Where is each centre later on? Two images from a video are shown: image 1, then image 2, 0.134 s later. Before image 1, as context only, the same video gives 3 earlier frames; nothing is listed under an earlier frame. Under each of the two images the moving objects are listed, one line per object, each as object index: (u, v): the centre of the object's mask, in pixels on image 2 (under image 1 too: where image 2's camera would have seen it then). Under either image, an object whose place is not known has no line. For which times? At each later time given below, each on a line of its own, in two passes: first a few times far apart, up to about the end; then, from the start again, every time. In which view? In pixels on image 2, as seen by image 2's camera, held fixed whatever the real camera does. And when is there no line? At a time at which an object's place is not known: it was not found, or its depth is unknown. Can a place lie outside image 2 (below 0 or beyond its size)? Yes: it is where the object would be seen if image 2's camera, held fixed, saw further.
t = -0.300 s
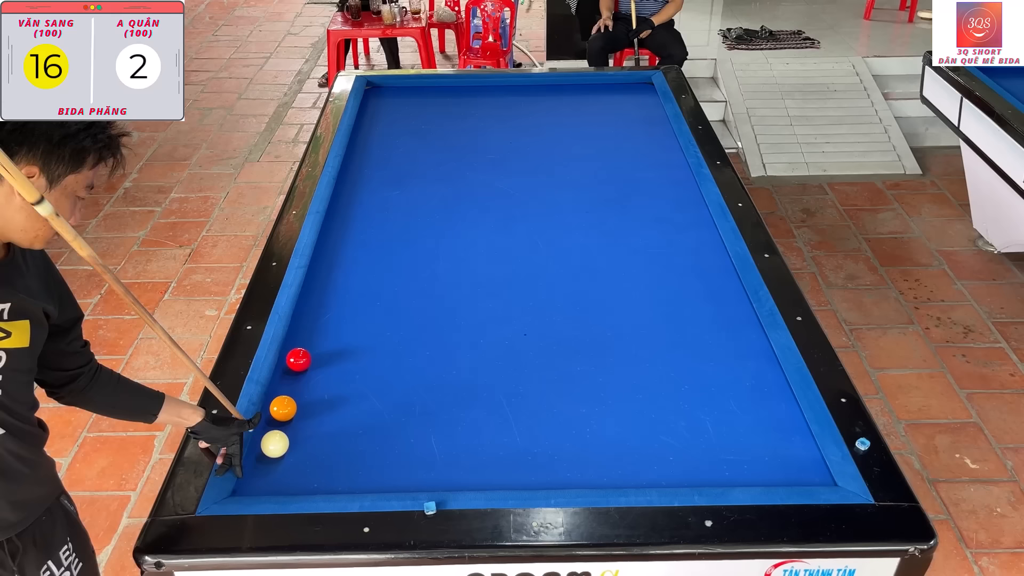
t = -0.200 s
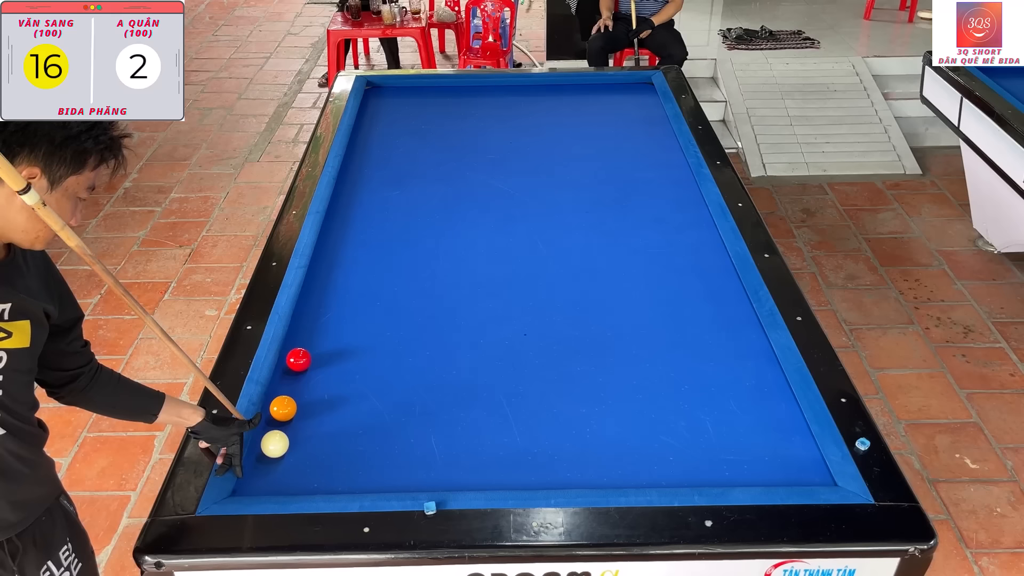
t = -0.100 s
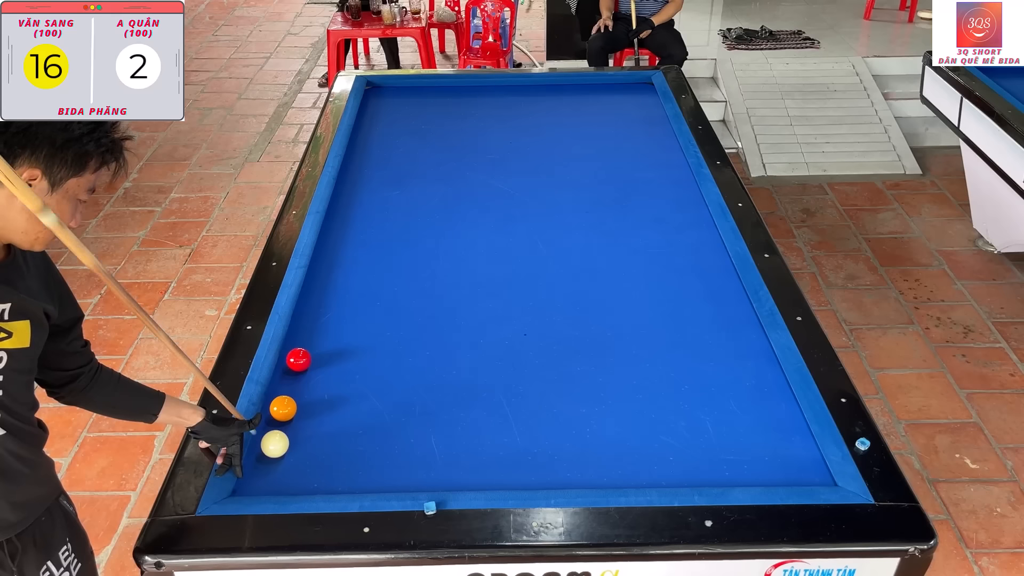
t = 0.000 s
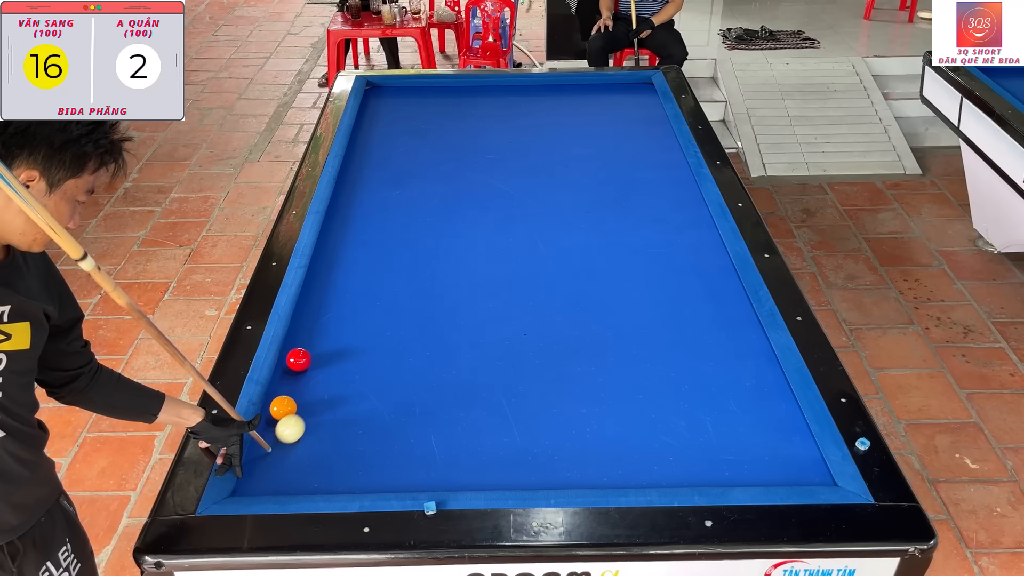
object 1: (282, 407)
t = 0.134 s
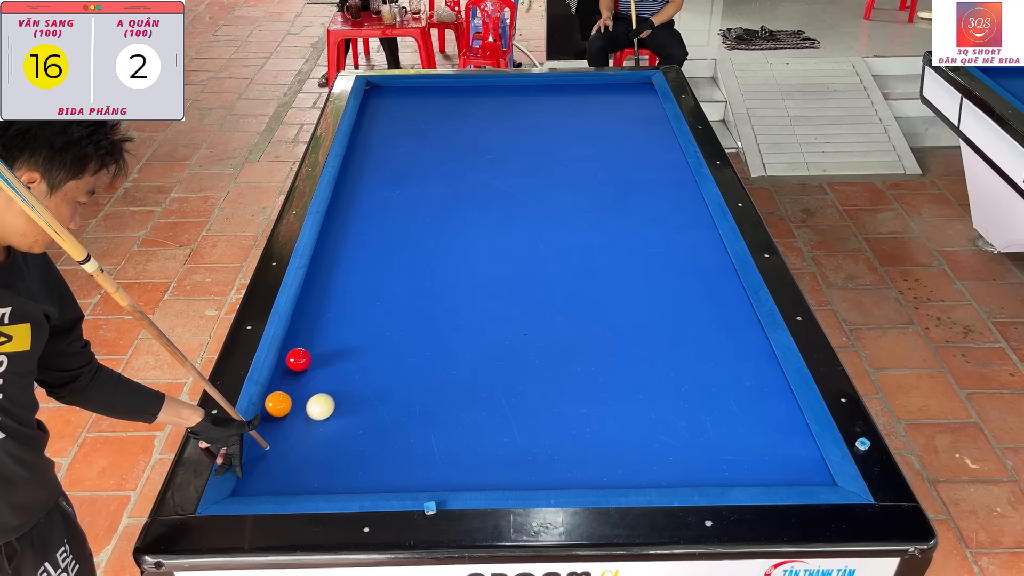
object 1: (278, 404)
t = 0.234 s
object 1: (278, 400)
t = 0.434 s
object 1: (285, 394)
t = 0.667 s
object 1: (294, 388)
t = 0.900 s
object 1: (300, 382)
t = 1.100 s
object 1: (306, 377)
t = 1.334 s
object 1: (311, 372)
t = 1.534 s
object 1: (315, 369)
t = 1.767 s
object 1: (320, 366)
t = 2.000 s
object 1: (324, 364)
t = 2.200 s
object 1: (327, 362)
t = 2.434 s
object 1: (329, 361)
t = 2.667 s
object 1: (331, 360)
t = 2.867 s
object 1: (332, 359)
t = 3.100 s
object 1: (332, 359)
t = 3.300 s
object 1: (332, 359)
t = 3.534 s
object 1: (332, 359)
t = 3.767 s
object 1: (332, 359)
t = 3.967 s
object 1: (332, 359)
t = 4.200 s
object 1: (332, 359)
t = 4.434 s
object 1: (332, 359)
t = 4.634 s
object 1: (332, 359)
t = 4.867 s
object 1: (332, 359)
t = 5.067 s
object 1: (332, 359)
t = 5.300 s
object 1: (332, 359)
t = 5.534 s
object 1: (332, 359)
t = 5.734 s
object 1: (332, 359)
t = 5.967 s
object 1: (332, 359)
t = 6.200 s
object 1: (332, 359)
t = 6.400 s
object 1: (332, 359)
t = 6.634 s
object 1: (332, 359)
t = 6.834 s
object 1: (332, 359)
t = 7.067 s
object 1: (332, 359)
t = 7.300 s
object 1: (332, 359)
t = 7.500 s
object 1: (332, 359)
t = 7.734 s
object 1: (332, 359)
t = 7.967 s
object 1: (332, 359)
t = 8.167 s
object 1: (332, 359)
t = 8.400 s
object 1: (332, 359)
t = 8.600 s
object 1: (332, 359)
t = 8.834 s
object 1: (332, 359)
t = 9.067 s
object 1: (332, 359)
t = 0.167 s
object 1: (277, 403)
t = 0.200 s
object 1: (276, 401)
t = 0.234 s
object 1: (278, 400)
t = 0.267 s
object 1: (279, 399)
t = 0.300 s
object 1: (280, 398)
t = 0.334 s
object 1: (282, 397)
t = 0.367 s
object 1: (283, 396)
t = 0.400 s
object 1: (284, 395)
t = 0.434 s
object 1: (285, 394)
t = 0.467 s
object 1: (287, 393)
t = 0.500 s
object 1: (288, 392)
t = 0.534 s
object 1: (289, 392)
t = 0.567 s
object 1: (290, 391)
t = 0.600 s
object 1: (291, 390)
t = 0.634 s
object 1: (292, 389)
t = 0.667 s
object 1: (294, 388)
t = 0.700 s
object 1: (295, 387)
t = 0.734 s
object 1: (296, 386)
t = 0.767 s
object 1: (297, 385)
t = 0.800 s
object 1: (298, 384)
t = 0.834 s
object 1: (299, 384)
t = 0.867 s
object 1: (300, 383)
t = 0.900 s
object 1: (300, 382)
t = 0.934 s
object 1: (301, 381)
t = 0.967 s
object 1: (302, 380)
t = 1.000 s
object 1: (303, 380)
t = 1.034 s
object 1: (304, 379)
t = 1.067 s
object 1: (305, 378)
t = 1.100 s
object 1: (306, 377)
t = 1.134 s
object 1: (307, 376)
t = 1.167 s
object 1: (307, 376)
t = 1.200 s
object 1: (308, 375)
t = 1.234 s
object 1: (309, 374)
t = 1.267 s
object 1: (309, 373)
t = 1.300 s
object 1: (310, 373)
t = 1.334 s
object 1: (311, 372)
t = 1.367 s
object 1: (311, 371)
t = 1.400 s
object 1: (312, 371)
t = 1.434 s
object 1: (312, 370)
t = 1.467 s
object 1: (313, 369)
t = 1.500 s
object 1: (314, 369)
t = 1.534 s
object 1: (315, 369)
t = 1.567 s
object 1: (315, 368)
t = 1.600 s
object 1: (316, 368)
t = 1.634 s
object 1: (317, 367)
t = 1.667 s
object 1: (318, 367)
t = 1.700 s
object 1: (319, 367)
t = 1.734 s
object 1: (319, 366)
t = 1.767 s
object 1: (320, 366)
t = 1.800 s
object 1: (321, 366)
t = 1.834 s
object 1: (321, 365)
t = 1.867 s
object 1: (322, 365)
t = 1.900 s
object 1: (322, 365)
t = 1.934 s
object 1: (323, 364)
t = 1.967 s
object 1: (323, 364)
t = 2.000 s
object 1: (324, 364)
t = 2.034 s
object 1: (324, 363)
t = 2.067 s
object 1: (325, 363)
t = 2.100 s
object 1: (325, 363)
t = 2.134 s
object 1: (326, 363)
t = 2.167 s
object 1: (326, 362)
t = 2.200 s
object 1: (327, 362)
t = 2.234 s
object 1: (327, 362)
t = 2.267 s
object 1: (327, 362)
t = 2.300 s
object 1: (328, 362)
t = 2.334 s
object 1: (328, 361)
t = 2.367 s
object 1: (329, 361)
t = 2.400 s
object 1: (329, 361)
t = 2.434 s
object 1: (329, 361)
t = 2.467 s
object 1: (329, 361)
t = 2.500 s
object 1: (330, 360)
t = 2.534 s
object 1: (330, 360)
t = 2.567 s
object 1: (330, 360)
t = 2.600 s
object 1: (330, 360)
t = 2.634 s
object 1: (331, 360)
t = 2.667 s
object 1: (331, 360)
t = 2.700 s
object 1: (331, 360)
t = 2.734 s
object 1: (331, 359)
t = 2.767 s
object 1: (332, 359)
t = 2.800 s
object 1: (332, 359)
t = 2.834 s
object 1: (332, 359)
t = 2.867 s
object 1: (332, 359)
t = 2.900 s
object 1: (332, 359)
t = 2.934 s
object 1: (332, 359)
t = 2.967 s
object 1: (332, 359)
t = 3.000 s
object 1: (332, 359)
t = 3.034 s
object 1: (332, 359)
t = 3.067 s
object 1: (332, 359)
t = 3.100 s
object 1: (332, 359)
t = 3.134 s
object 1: (332, 359)
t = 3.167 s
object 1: (332, 359)
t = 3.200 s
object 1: (332, 359)
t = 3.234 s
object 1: (332, 359)
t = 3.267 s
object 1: (332, 359)
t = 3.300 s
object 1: (332, 359)
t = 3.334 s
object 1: (332, 359)
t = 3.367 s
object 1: (332, 359)
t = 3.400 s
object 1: (332, 359)
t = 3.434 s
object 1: (332, 359)
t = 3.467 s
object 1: (332, 359)
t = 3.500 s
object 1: (332, 359)
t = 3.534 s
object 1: (332, 359)
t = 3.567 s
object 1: (332, 359)
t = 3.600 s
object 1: (332, 359)
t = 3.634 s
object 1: (332, 359)
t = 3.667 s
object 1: (332, 359)
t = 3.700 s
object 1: (332, 359)
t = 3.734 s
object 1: (332, 359)
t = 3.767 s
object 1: (332, 359)
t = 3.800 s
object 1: (332, 359)
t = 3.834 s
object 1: (332, 359)
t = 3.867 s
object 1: (332, 359)
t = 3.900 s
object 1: (332, 359)
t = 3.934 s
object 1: (332, 359)
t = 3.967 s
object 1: (332, 359)
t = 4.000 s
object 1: (332, 359)
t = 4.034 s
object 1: (332, 359)
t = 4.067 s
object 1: (332, 359)
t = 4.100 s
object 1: (332, 359)
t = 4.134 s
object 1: (332, 359)
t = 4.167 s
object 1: (332, 359)
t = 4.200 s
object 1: (332, 359)
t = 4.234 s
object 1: (332, 359)
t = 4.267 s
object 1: (332, 359)
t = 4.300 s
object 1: (332, 359)
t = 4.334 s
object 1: (332, 359)
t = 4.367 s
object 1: (332, 359)
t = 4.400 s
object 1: (332, 359)
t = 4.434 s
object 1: (332, 359)
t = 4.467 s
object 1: (332, 359)
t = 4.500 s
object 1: (332, 359)
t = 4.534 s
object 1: (332, 359)
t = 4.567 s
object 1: (332, 359)
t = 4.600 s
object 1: (332, 359)
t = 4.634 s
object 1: (332, 359)
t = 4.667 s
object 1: (332, 359)
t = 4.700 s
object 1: (332, 359)
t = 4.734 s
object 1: (332, 359)
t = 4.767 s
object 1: (332, 359)
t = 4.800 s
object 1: (332, 359)
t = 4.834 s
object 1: (332, 359)
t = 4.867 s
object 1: (332, 359)
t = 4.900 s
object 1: (332, 359)
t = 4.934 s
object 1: (332, 359)
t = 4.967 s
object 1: (332, 359)
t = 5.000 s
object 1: (332, 359)
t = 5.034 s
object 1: (332, 359)
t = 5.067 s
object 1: (332, 359)
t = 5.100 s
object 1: (332, 359)
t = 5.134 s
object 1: (332, 359)
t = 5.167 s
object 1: (332, 359)
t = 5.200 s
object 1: (332, 359)
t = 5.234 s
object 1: (332, 359)
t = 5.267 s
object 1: (332, 359)
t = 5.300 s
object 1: (332, 359)
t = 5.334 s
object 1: (332, 359)
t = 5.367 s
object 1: (332, 359)
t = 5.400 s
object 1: (332, 359)
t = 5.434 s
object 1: (332, 359)
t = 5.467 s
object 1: (332, 359)
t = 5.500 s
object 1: (332, 359)
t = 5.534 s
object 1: (332, 359)
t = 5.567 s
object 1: (332, 359)
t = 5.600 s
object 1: (332, 359)
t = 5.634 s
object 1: (332, 359)
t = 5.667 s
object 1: (332, 359)
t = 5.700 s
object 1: (332, 359)
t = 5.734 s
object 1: (332, 359)
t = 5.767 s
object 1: (332, 359)
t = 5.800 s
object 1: (332, 359)
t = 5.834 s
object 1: (332, 359)
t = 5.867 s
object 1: (332, 359)
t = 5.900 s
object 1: (332, 359)
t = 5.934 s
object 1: (332, 359)
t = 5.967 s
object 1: (332, 359)
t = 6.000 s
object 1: (332, 359)
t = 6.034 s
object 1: (332, 359)
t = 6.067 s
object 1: (332, 359)
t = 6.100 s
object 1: (332, 359)
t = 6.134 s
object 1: (332, 359)
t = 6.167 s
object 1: (332, 359)
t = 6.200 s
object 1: (332, 359)
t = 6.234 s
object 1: (332, 359)
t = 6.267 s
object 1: (332, 359)
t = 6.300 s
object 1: (332, 359)
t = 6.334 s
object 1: (332, 359)
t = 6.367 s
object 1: (332, 359)
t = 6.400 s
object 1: (332, 359)
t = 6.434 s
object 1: (332, 359)
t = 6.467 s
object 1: (332, 359)
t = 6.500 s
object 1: (332, 359)
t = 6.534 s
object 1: (332, 359)
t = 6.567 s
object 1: (332, 359)
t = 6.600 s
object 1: (332, 359)
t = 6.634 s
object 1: (332, 359)
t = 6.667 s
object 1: (332, 359)
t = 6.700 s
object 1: (332, 359)
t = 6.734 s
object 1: (332, 359)
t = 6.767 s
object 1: (332, 359)
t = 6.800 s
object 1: (332, 359)
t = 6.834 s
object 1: (332, 359)
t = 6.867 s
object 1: (332, 359)
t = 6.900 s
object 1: (332, 359)
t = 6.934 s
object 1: (332, 359)
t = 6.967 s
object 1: (332, 359)
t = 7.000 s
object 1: (332, 359)
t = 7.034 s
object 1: (332, 359)
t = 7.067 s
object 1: (332, 359)
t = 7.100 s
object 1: (332, 359)
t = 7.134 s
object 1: (332, 359)
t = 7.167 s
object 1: (332, 359)
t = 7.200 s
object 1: (332, 359)
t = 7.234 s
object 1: (332, 359)
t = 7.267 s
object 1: (332, 359)
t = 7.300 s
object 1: (332, 359)
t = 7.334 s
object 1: (332, 359)
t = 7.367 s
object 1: (332, 359)
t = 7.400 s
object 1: (332, 359)
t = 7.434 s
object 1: (332, 359)
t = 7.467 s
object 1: (332, 359)
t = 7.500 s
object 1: (332, 359)
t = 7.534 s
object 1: (332, 359)
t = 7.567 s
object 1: (332, 359)
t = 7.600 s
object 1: (332, 359)
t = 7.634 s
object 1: (332, 359)
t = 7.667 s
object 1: (332, 359)
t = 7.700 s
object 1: (332, 359)
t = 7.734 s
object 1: (332, 359)
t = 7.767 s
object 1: (332, 359)
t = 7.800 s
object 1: (332, 359)
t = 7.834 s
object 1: (332, 359)
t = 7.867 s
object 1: (332, 359)
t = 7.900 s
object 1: (332, 359)
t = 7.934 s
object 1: (332, 359)
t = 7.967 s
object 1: (332, 359)
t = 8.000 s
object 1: (332, 359)
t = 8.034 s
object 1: (332, 359)
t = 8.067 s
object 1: (332, 359)
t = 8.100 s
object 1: (332, 359)
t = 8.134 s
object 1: (332, 359)
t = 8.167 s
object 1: (332, 359)
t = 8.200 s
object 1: (332, 359)
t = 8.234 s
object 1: (332, 359)
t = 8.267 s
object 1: (332, 359)
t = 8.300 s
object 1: (332, 359)
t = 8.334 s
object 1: (332, 359)
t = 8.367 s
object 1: (332, 359)
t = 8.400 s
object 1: (332, 359)
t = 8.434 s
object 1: (332, 359)
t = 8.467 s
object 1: (332, 359)
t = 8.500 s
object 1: (332, 359)
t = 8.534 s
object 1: (332, 359)
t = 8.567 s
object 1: (332, 359)
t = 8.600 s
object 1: (332, 359)
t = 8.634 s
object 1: (332, 359)
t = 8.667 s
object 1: (332, 359)
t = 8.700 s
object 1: (332, 359)
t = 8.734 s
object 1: (332, 359)
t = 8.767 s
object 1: (332, 359)
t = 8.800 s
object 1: (332, 359)
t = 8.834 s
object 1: (332, 359)
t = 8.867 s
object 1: (332, 359)
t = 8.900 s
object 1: (332, 359)
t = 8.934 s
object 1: (332, 359)
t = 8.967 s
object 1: (332, 359)
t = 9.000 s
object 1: (332, 359)
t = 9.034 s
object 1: (332, 359)
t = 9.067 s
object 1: (332, 359)
